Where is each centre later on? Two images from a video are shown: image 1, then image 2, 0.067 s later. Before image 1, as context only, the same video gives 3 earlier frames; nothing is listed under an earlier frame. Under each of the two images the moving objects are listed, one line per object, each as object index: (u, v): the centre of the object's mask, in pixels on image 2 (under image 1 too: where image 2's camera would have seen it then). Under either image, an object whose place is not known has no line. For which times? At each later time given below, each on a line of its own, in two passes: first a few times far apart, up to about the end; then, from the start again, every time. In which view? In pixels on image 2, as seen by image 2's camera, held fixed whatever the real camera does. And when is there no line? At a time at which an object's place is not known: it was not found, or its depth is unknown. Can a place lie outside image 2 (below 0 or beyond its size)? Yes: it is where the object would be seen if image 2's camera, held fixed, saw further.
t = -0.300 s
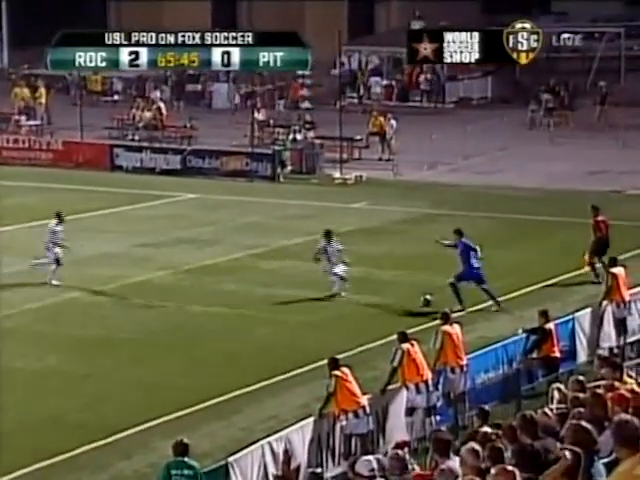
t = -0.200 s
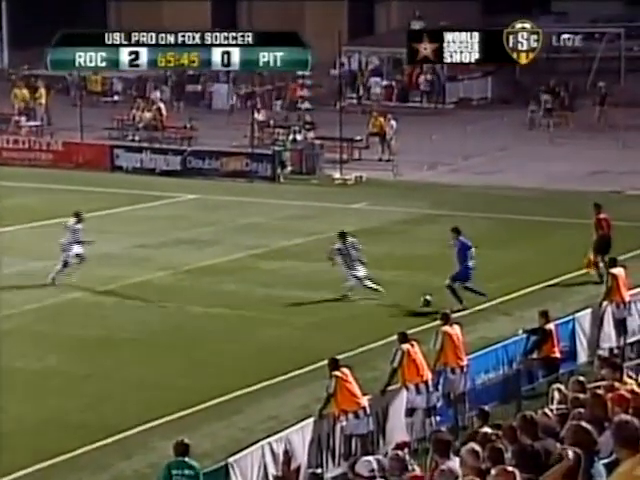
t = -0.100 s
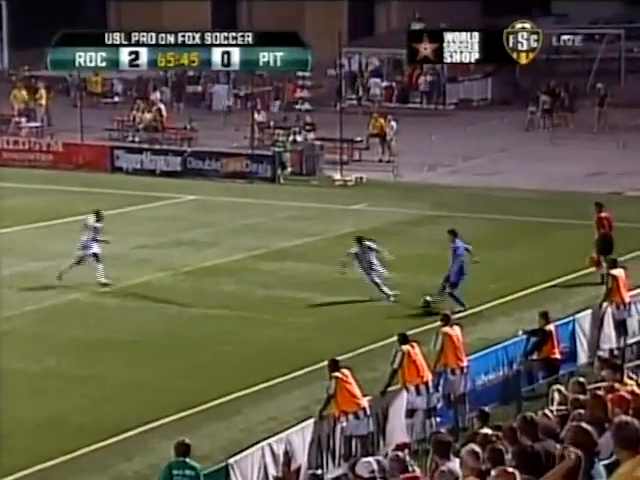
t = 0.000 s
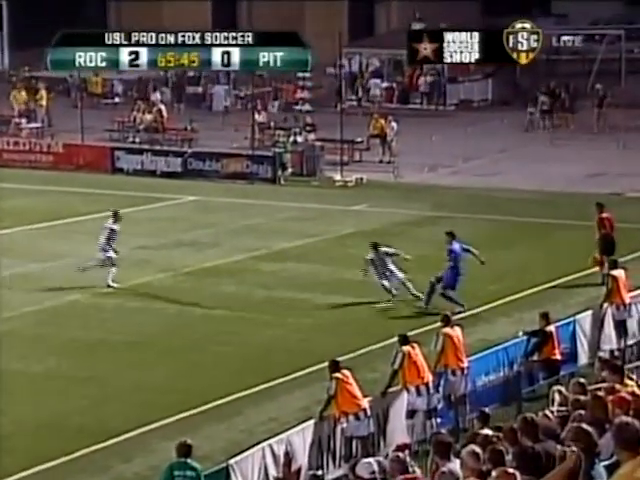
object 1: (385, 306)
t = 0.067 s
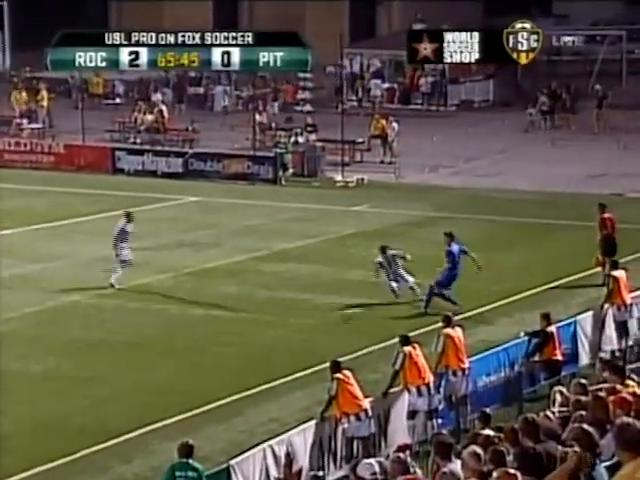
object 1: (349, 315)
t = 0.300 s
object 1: (238, 336)
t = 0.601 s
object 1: (111, 355)
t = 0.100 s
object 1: (334, 318)
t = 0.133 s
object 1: (316, 322)
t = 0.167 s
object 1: (301, 324)
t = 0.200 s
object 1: (285, 326)
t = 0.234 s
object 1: (270, 330)
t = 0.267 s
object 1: (254, 333)
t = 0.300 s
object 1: (238, 336)
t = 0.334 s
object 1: (224, 338)
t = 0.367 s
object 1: (209, 340)
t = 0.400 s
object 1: (194, 343)
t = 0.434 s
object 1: (179, 346)
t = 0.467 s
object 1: (165, 347)
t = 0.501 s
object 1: (153, 348)
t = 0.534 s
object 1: (139, 350)
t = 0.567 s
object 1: (125, 352)
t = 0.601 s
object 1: (111, 355)
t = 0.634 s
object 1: (98, 359)
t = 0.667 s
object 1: (84, 364)
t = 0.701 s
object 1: (72, 365)
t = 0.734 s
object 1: (61, 366)
